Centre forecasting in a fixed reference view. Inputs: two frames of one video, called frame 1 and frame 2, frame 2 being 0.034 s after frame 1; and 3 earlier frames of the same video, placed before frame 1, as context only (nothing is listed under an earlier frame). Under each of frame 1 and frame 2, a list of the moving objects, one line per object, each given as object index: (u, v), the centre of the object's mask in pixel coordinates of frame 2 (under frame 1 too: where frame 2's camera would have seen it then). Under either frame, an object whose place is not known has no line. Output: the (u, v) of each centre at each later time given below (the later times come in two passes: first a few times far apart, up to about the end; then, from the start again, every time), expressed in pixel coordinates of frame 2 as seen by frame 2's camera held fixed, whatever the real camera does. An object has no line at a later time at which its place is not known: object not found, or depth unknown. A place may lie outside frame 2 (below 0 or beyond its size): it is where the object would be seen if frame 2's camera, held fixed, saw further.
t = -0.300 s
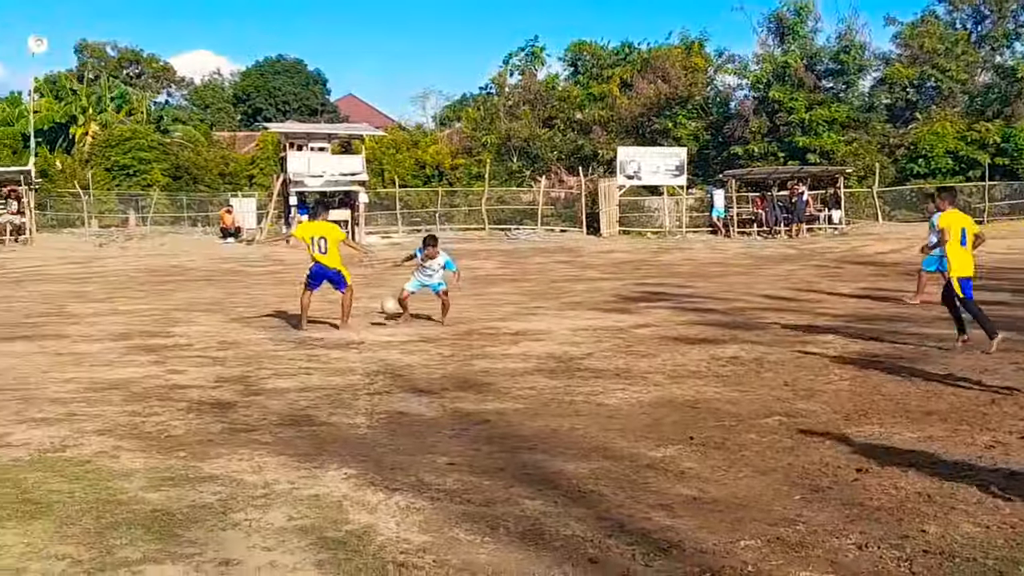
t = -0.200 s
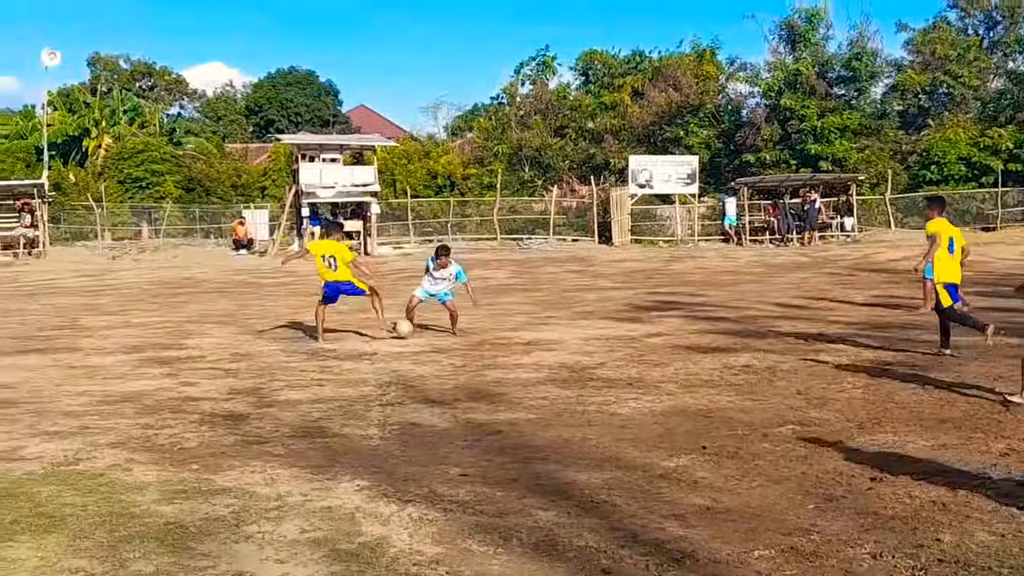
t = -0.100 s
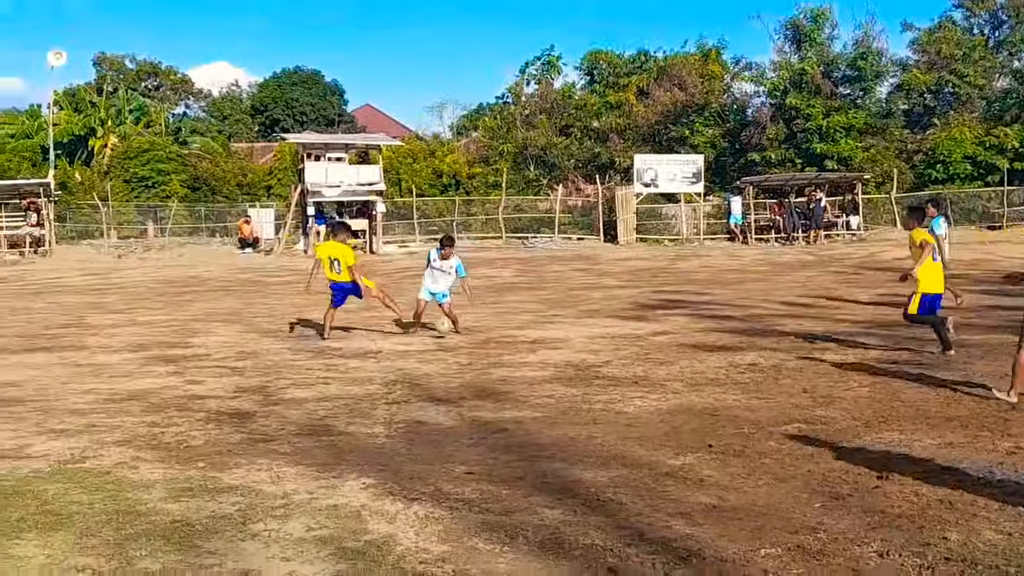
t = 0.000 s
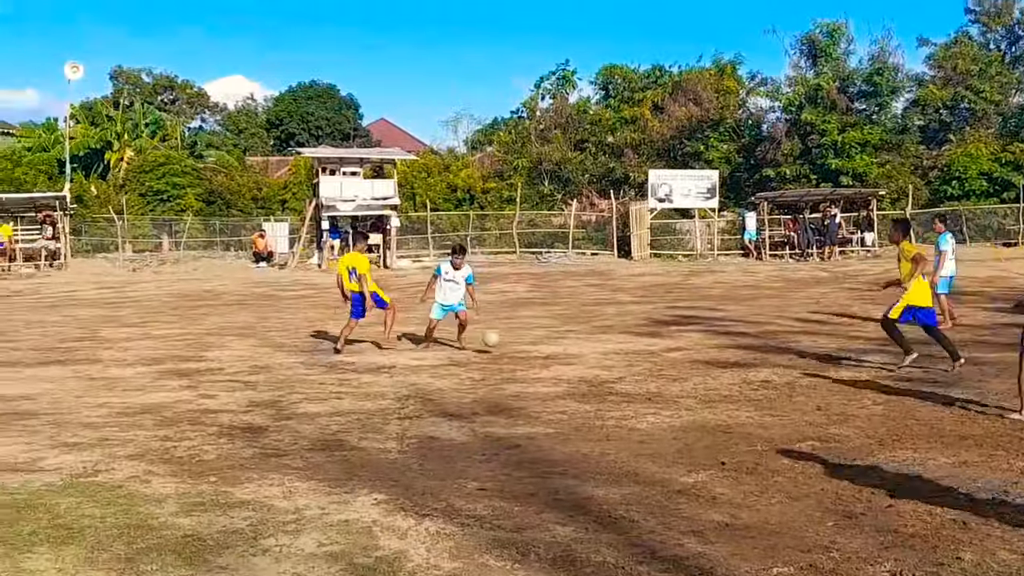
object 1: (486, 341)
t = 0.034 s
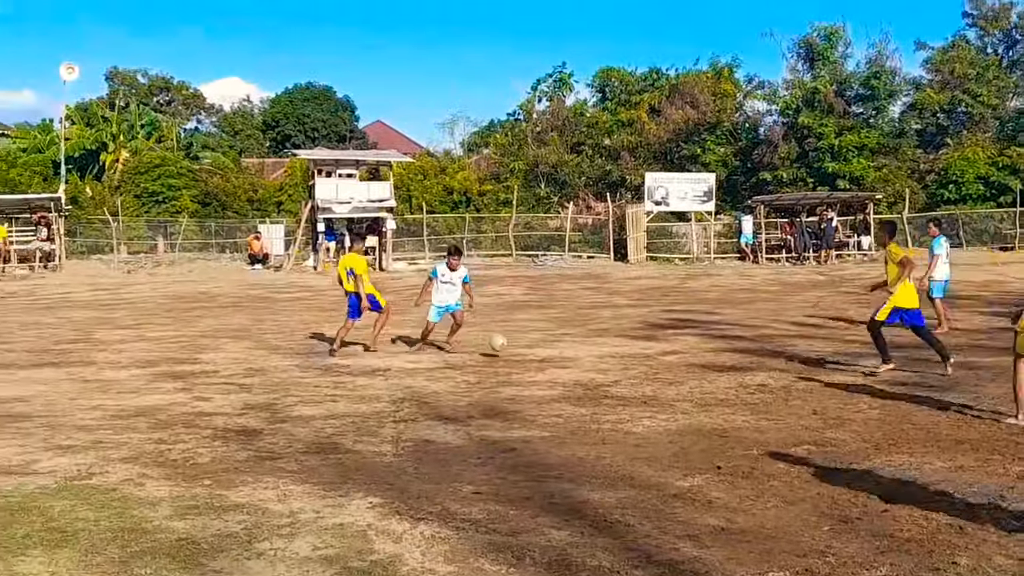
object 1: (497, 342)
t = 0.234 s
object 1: (555, 345)
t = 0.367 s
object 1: (587, 349)
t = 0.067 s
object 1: (509, 345)
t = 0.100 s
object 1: (521, 349)
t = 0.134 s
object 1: (531, 352)
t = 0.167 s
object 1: (539, 349)
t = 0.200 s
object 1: (547, 346)
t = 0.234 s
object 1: (555, 345)
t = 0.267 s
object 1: (563, 344)
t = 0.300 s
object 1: (571, 345)
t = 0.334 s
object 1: (579, 346)
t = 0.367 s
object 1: (587, 349)
